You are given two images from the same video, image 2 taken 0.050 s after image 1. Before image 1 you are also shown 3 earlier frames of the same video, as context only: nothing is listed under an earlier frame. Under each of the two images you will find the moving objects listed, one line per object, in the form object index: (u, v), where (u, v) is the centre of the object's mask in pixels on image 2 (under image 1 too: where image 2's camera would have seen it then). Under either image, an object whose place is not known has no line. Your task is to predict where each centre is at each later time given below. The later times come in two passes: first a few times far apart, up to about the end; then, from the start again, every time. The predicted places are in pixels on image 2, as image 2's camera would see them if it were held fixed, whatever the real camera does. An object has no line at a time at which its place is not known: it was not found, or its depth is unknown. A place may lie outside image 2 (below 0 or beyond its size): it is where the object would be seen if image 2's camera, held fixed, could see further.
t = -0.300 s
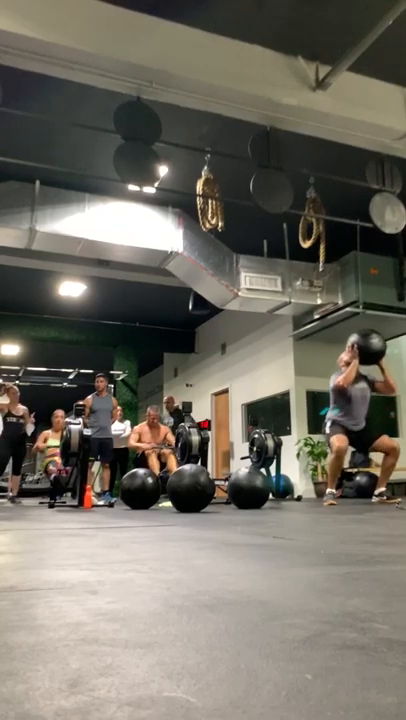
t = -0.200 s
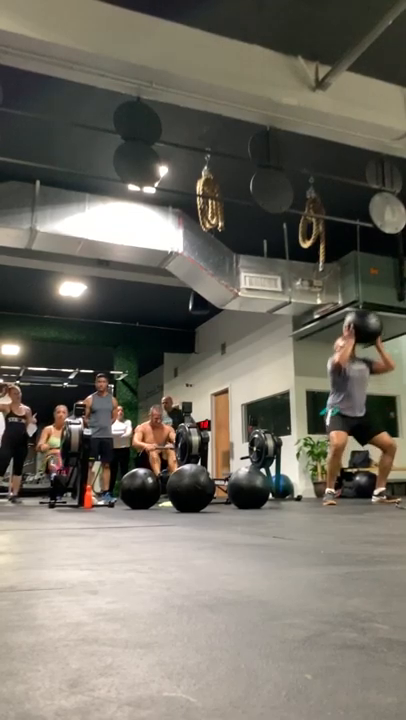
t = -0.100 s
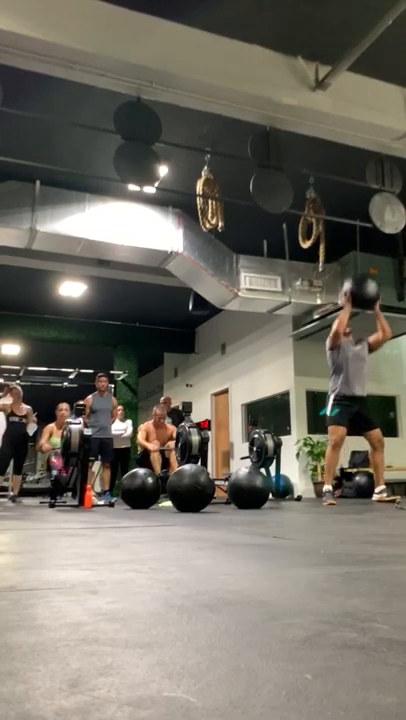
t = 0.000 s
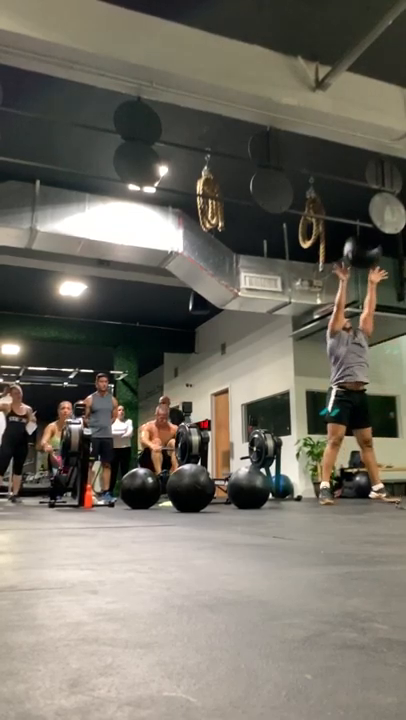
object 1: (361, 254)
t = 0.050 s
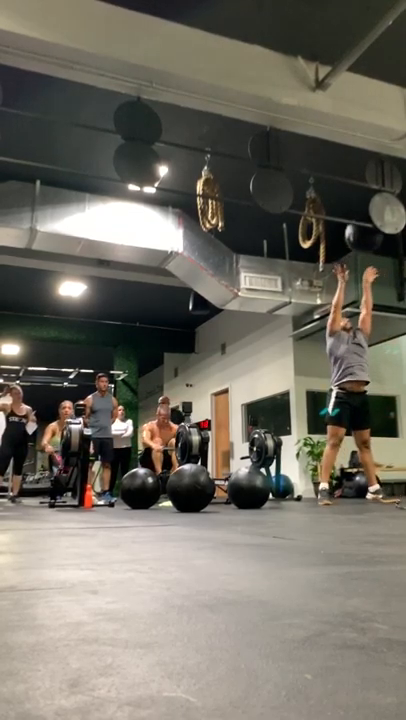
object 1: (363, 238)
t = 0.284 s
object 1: (361, 188)
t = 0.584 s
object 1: (355, 217)
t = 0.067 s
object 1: (361, 234)
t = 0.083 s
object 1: (361, 226)
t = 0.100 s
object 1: (360, 221)
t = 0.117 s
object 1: (360, 216)
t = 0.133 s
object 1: (360, 208)
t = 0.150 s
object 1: (360, 205)
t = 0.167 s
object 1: (360, 204)
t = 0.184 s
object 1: (361, 201)
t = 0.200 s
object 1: (361, 198)
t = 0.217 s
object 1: (362, 197)
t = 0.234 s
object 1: (362, 191)
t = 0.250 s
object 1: (362, 190)
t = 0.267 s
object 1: (362, 189)
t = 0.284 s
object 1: (361, 188)
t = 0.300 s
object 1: (361, 188)
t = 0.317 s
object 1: (360, 188)
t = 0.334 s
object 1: (360, 188)
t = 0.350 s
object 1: (359, 189)
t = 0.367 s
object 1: (359, 189)
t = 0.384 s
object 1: (358, 189)
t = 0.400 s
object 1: (358, 190)
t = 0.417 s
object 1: (358, 191)
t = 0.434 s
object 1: (357, 192)
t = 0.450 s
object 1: (357, 197)
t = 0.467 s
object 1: (356, 198)
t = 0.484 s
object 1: (356, 200)
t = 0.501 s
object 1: (356, 201)
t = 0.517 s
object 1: (356, 203)
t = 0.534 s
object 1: (356, 204)
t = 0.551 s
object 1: (356, 205)
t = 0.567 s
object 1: (355, 209)
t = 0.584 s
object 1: (355, 217)
